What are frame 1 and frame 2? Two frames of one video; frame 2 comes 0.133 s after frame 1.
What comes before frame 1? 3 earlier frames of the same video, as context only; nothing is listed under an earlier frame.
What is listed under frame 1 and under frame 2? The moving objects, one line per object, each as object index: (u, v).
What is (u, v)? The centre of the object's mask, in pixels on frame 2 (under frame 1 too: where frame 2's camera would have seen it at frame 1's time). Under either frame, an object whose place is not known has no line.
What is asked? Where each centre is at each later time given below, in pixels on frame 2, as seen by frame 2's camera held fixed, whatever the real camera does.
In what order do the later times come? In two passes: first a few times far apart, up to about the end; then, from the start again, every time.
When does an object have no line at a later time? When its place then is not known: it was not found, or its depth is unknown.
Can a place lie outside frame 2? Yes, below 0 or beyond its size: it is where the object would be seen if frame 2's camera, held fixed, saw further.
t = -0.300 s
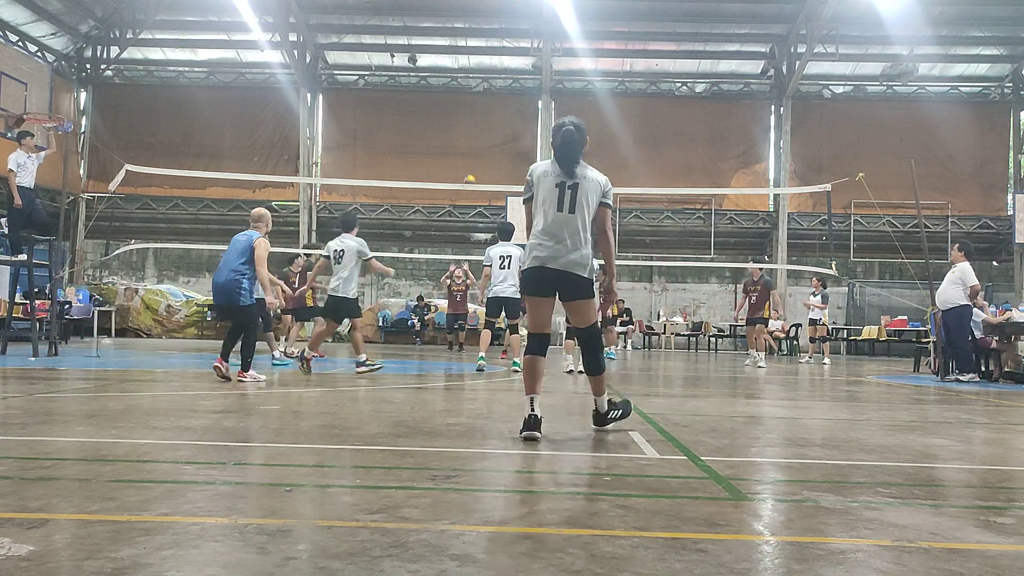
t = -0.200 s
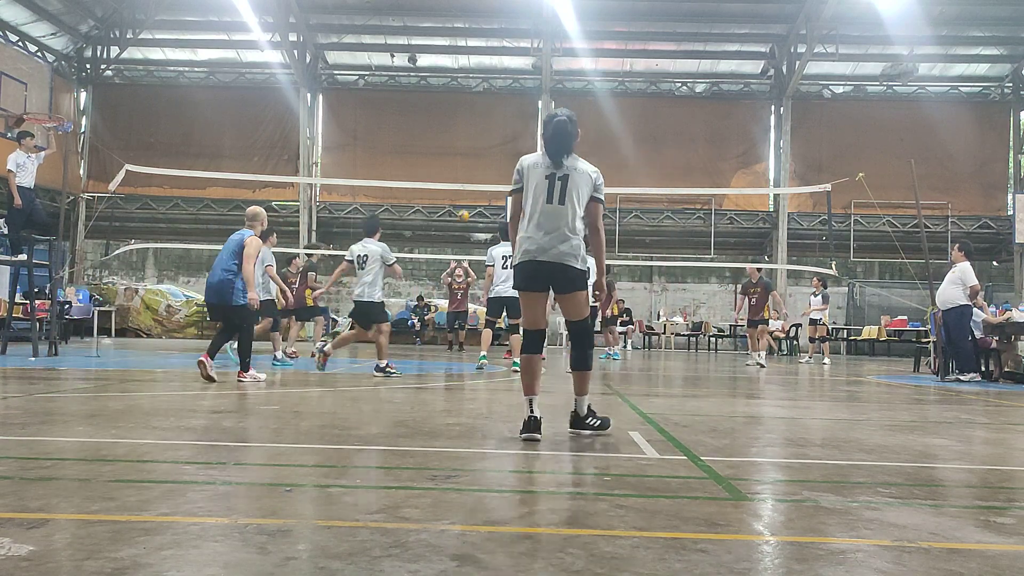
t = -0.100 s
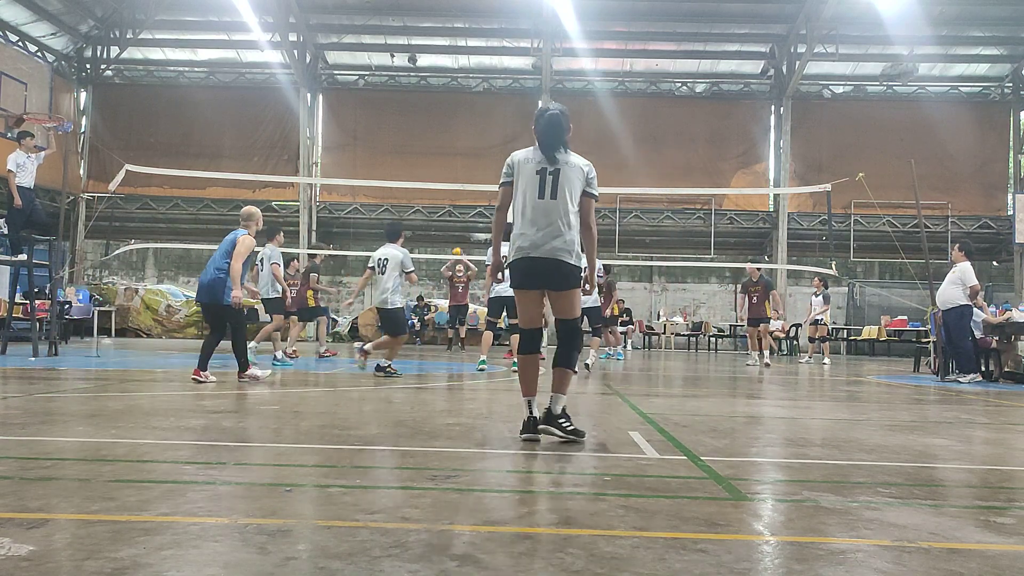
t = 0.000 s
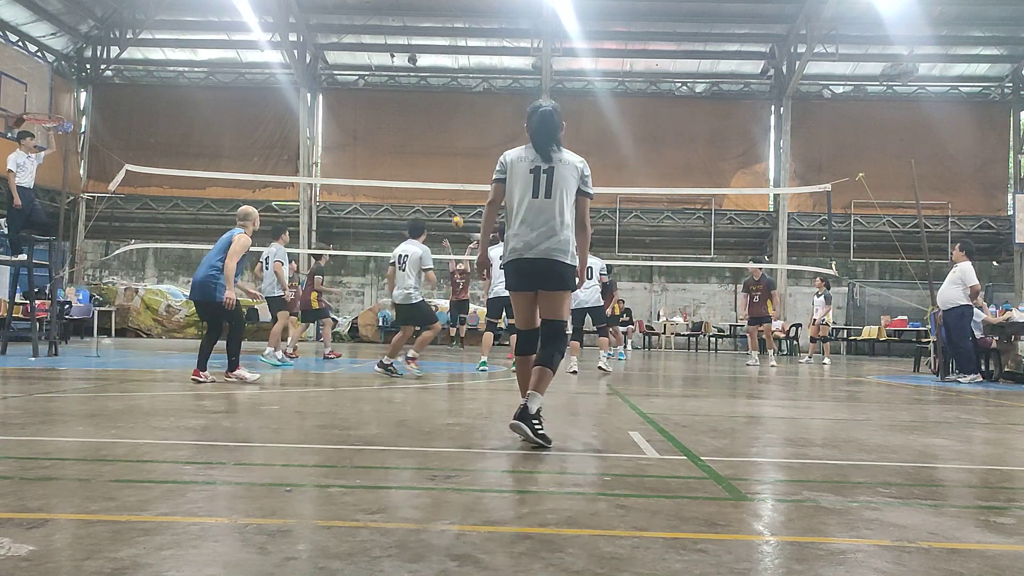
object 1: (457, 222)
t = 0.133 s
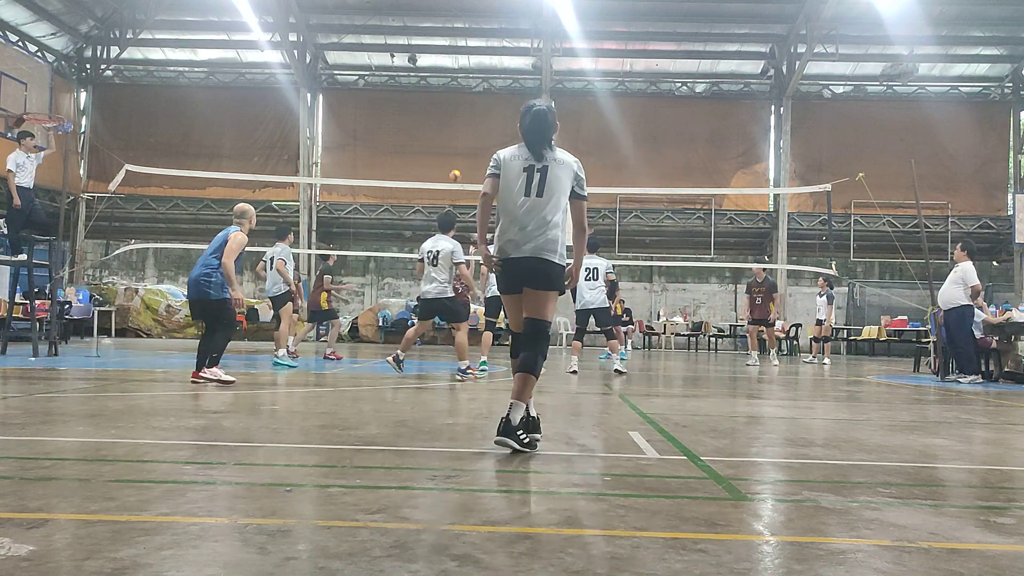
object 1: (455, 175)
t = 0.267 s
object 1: (452, 137)
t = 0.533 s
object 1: (444, 87)
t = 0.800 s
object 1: (434, 74)
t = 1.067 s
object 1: (422, 103)
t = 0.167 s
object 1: (454, 165)
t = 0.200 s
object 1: (454, 155)
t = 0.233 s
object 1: (453, 146)
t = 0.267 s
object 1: (452, 137)
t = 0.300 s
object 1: (451, 129)
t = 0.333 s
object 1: (450, 121)
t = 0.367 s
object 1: (449, 114)
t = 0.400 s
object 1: (448, 107)
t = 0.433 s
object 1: (447, 101)
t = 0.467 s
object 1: (446, 96)
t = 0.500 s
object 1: (445, 92)
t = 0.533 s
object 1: (444, 87)
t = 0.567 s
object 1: (443, 84)
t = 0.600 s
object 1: (442, 80)
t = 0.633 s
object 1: (441, 78)
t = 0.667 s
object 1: (439, 76)
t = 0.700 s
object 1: (438, 75)
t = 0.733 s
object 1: (437, 74)
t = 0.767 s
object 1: (436, 74)
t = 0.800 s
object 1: (434, 74)
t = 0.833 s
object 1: (432, 75)
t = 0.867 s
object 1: (431, 77)
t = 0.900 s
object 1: (430, 80)
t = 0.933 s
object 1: (428, 83)
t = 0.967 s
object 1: (427, 87)
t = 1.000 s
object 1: (425, 92)
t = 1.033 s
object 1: (424, 97)
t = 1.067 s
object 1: (422, 103)
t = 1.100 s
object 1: (421, 109)
